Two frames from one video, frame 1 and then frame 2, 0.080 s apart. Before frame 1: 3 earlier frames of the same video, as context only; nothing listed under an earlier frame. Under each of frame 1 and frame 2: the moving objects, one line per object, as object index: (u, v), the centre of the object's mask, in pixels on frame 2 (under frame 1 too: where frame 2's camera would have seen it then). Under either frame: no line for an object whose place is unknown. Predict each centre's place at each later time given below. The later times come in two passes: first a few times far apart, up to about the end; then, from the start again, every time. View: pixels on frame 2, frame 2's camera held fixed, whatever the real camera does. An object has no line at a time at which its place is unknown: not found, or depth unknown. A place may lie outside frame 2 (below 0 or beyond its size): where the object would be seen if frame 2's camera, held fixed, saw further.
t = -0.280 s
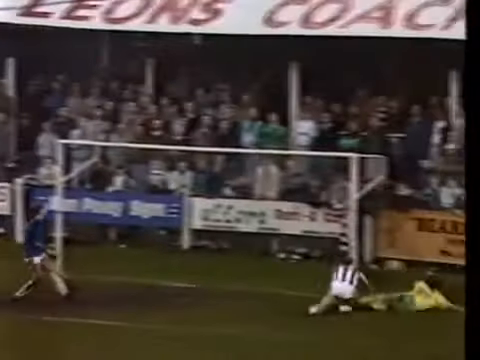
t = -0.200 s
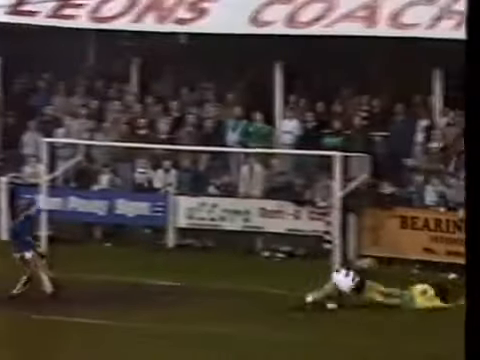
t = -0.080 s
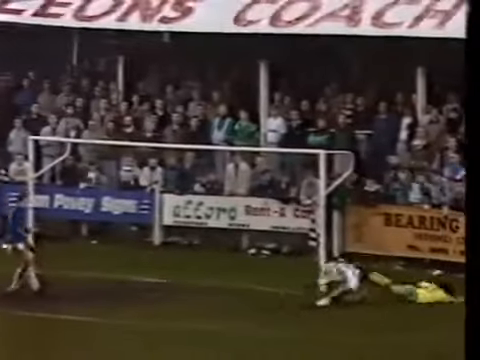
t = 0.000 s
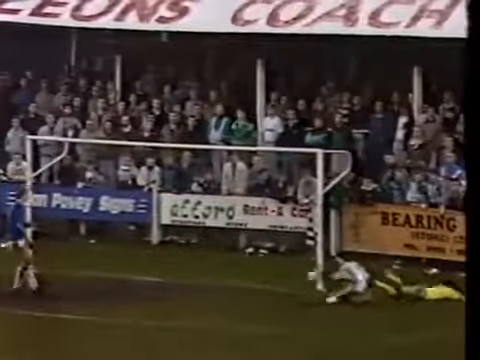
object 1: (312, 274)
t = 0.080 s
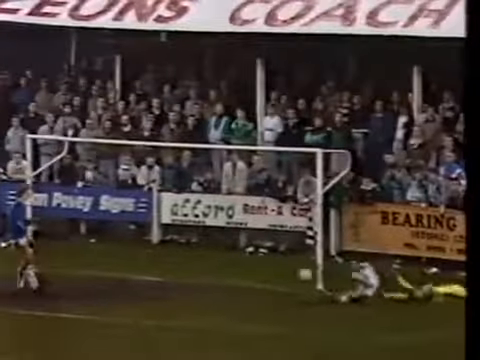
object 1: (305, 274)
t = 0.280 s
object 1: (290, 273)
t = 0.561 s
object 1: (269, 281)
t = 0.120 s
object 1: (303, 272)
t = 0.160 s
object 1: (300, 271)
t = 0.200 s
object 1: (296, 271)
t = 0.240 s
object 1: (293, 272)
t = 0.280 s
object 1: (290, 273)
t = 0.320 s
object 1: (286, 276)
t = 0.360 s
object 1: (283, 280)
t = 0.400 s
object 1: (281, 280)
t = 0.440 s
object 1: (278, 278)
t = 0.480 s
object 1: (274, 279)
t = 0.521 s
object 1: (271, 279)
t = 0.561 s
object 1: (269, 281)
